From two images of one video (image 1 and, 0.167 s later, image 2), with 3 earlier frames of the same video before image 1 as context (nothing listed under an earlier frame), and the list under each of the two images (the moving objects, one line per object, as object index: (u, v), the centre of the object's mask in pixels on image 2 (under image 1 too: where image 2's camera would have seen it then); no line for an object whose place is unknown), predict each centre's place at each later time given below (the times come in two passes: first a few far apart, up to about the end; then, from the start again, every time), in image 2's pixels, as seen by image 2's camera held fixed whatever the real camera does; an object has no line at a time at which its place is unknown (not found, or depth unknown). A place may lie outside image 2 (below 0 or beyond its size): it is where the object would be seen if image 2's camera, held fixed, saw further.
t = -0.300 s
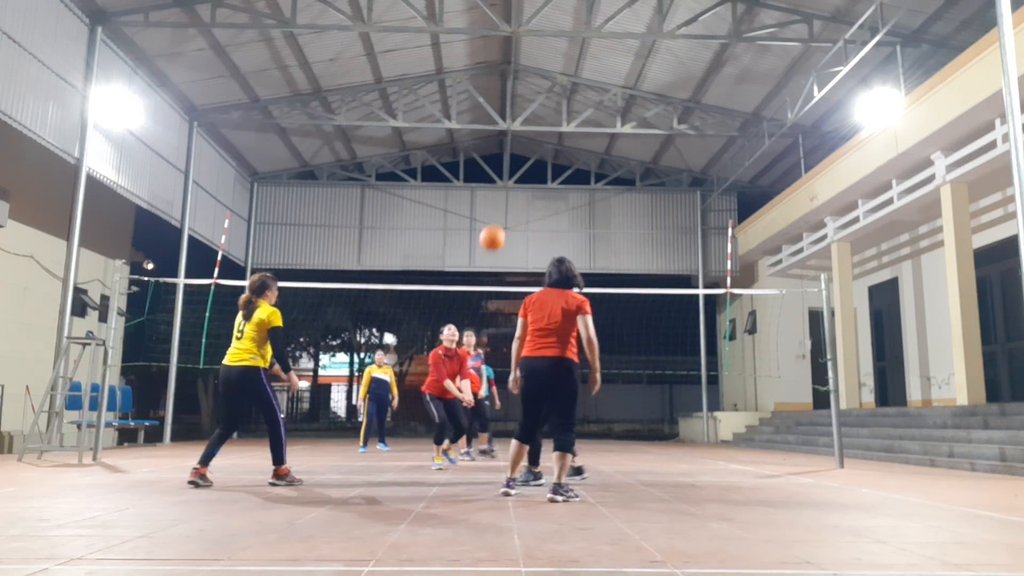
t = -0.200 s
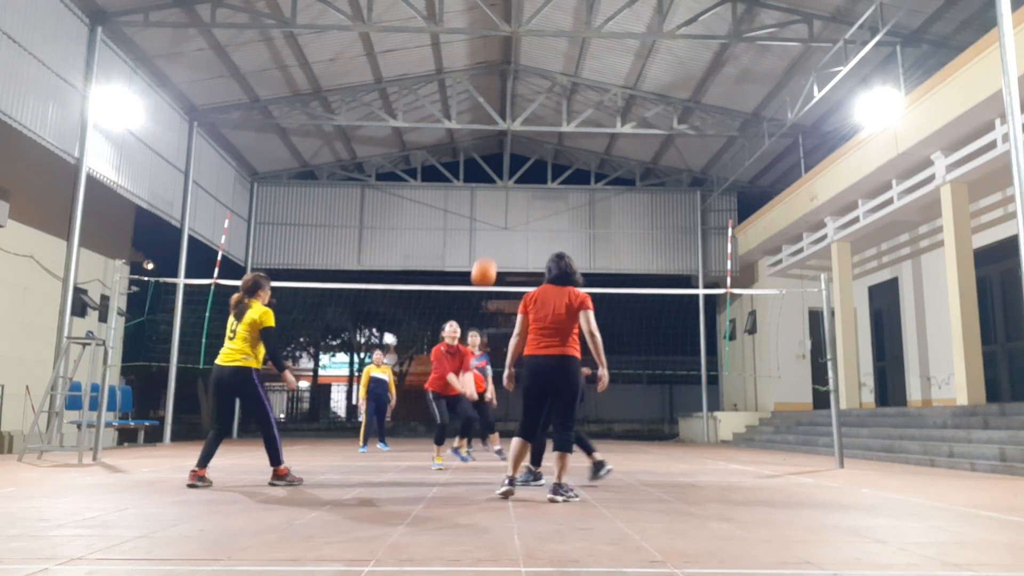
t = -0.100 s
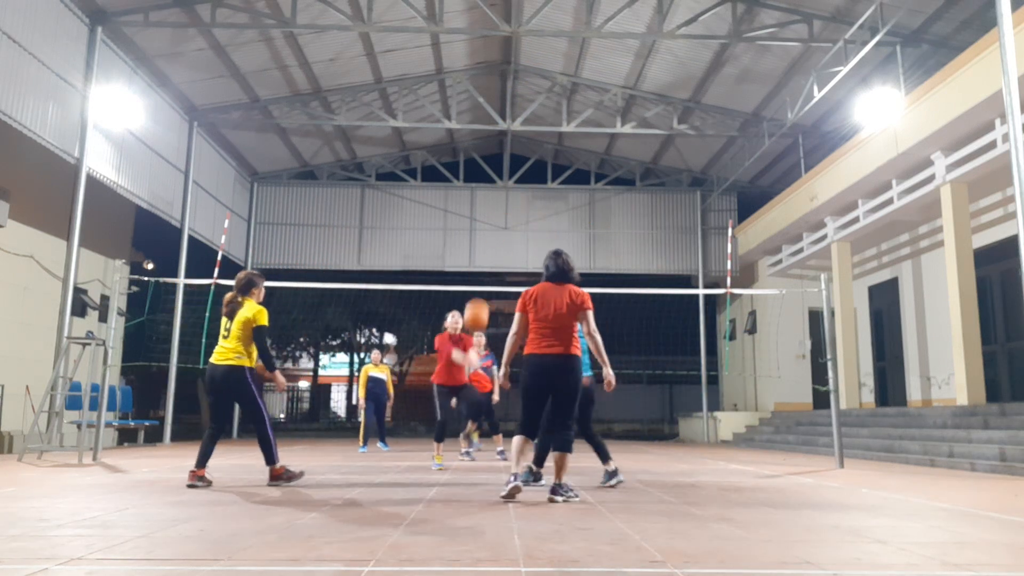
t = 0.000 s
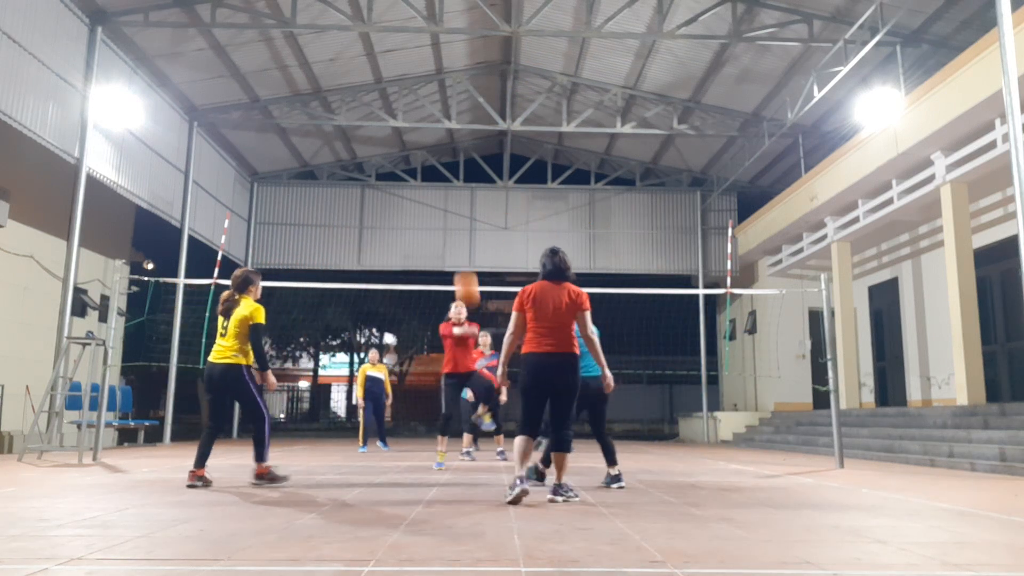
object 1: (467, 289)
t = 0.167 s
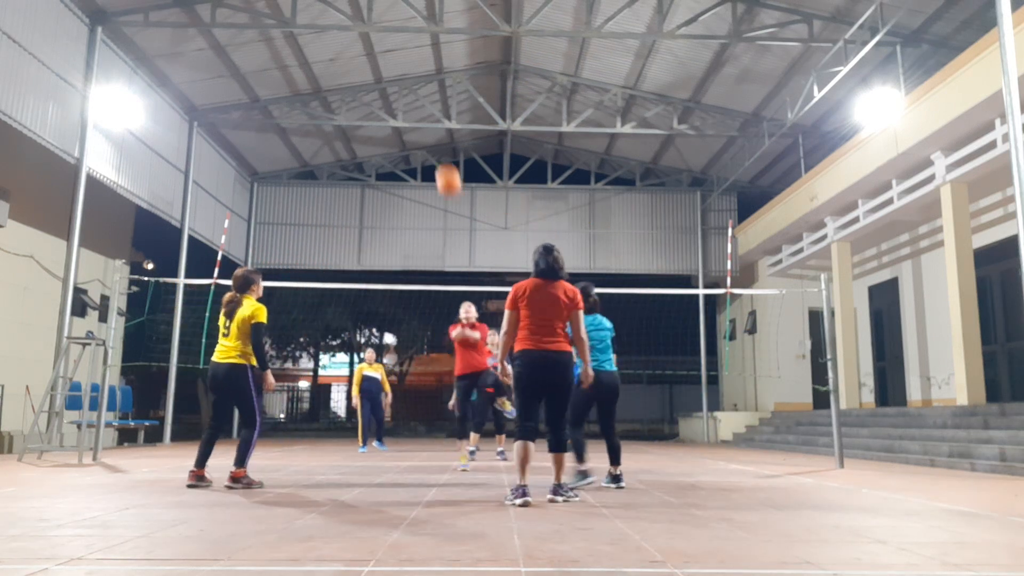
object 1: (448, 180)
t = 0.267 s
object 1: (438, 132)
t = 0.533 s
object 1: (412, 46)
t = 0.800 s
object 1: (383, 30)
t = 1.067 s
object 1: (353, 82)
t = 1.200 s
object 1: (336, 134)
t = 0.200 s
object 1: (445, 163)
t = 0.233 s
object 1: (442, 147)
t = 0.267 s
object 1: (438, 132)
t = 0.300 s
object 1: (435, 116)
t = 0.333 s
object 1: (432, 103)
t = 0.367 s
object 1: (428, 91)
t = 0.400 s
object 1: (425, 80)
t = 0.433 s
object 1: (422, 70)
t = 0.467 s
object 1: (419, 61)
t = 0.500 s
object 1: (415, 53)
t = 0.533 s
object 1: (412, 46)
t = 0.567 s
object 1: (408, 40)
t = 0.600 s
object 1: (405, 36)
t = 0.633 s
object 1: (401, 32)
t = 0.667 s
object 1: (397, 30)
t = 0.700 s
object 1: (394, 28)
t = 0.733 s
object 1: (390, 28)
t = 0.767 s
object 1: (387, 29)
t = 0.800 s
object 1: (383, 30)
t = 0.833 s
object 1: (379, 34)
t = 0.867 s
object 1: (375, 37)
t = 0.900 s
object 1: (372, 42)
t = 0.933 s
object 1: (368, 48)
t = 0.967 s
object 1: (364, 54)
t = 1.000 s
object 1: (361, 62)
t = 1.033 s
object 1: (356, 72)
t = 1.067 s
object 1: (353, 82)
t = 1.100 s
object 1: (349, 93)
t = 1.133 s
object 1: (345, 105)
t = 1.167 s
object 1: (341, 118)
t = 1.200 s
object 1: (336, 134)
